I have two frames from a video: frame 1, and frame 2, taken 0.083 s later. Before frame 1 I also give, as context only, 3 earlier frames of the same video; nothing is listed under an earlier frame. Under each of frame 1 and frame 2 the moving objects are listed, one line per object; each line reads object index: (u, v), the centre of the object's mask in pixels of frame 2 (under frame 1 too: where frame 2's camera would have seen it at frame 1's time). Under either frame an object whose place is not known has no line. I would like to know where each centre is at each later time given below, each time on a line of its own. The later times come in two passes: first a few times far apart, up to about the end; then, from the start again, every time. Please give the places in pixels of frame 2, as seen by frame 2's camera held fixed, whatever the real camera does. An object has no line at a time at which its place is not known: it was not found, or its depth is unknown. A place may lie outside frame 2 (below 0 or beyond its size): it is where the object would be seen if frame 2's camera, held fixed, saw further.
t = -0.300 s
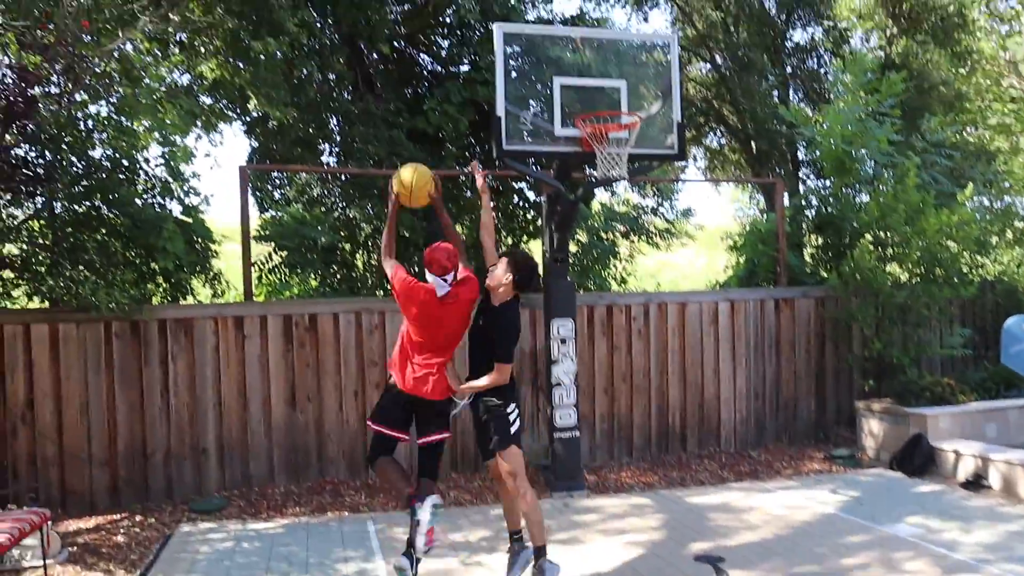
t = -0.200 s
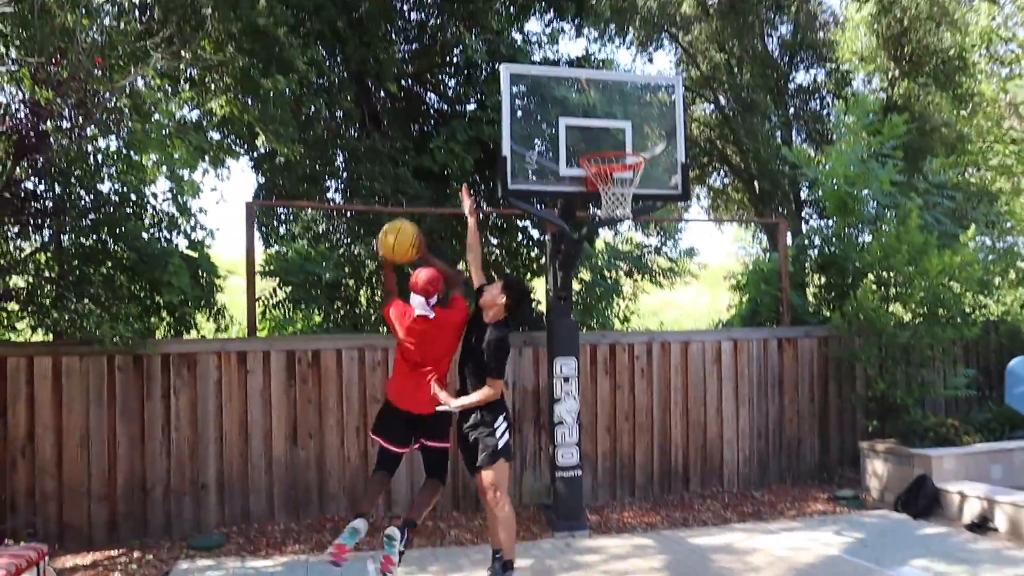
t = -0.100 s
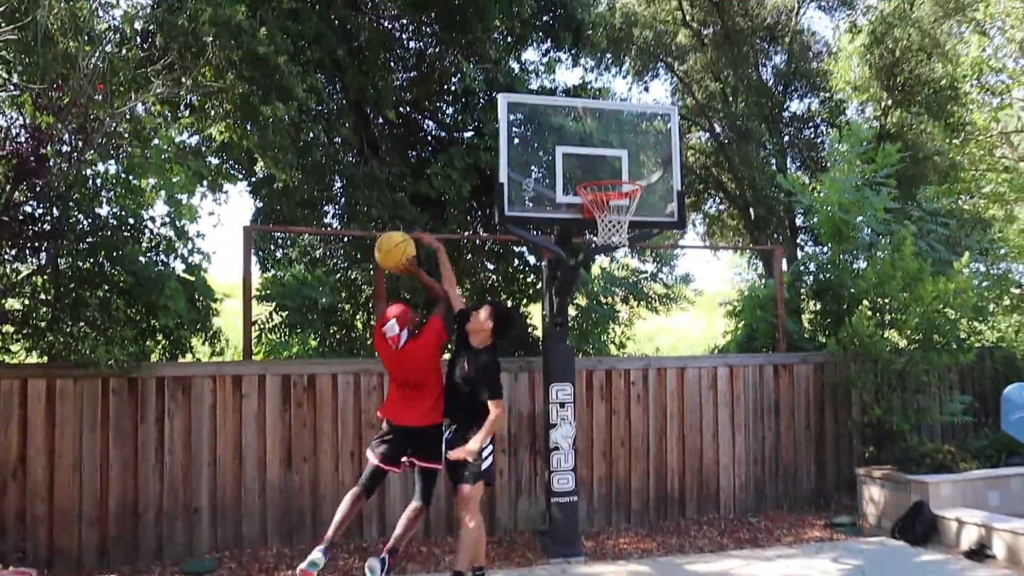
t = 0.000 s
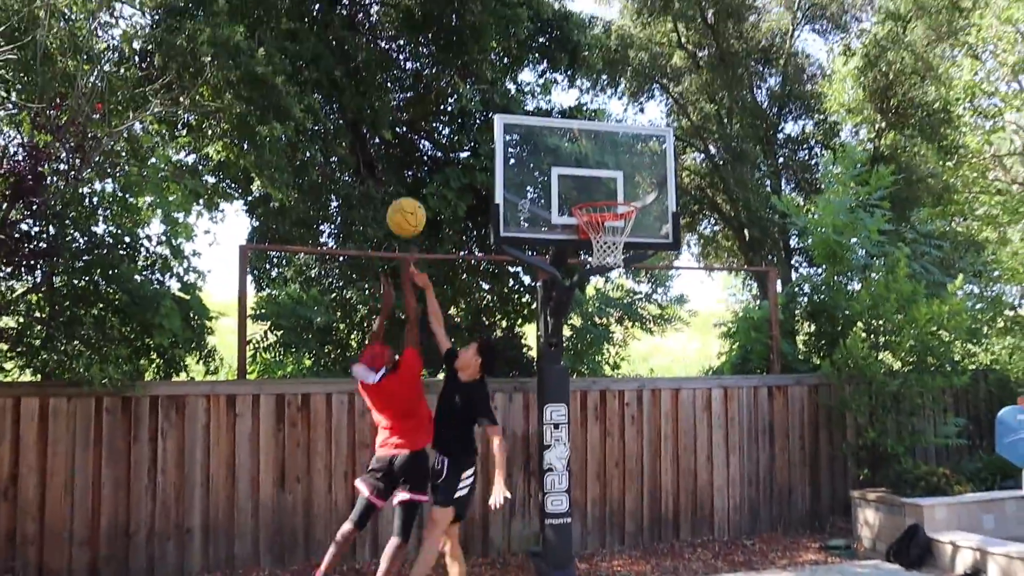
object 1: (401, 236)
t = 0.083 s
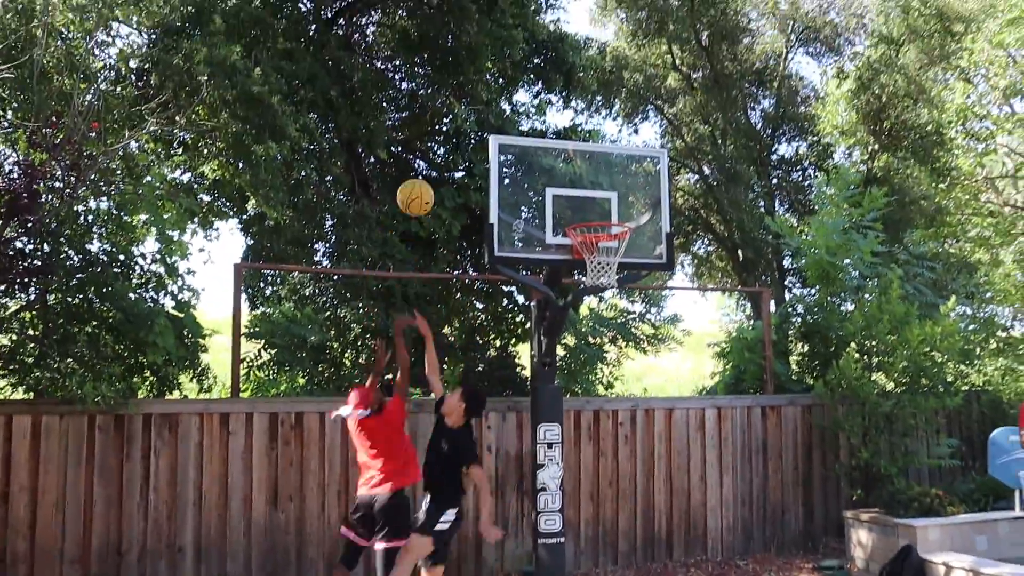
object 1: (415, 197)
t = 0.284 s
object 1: (444, 155)
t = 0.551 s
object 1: (474, 179)
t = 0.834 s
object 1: (421, 243)
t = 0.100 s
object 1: (418, 192)
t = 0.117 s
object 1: (421, 186)
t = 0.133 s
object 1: (423, 181)
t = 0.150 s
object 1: (426, 177)
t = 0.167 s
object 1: (428, 172)
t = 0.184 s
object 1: (430, 169)
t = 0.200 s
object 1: (433, 166)
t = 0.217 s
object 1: (435, 163)
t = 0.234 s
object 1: (438, 160)
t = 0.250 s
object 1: (440, 158)
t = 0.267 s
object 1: (442, 157)
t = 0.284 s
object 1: (444, 155)
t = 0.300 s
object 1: (446, 154)
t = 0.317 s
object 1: (449, 154)
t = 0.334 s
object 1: (451, 154)
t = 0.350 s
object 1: (453, 154)
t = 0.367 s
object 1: (455, 154)
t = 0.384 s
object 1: (457, 155)
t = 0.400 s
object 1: (459, 156)
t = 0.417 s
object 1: (461, 158)
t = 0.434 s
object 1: (463, 159)
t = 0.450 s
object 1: (465, 161)
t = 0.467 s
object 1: (467, 164)
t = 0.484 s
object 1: (469, 167)
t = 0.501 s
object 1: (470, 170)
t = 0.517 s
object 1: (472, 173)
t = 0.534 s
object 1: (474, 177)
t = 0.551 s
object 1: (474, 179)
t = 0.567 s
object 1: (472, 181)
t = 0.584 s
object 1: (468, 182)
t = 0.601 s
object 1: (465, 184)
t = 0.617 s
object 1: (462, 186)
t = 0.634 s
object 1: (459, 189)
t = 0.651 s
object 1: (456, 192)
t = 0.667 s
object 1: (452, 195)
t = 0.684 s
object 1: (449, 198)
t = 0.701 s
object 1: (446, 202)
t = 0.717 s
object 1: (443, 206)
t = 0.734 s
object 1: (439, 210)
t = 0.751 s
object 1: (436, 215)
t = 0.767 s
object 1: (433, 220)
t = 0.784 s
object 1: (430, 226)
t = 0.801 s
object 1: (427, 231)
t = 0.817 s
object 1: (424, 237)
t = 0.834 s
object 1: (421, 243)
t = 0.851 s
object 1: (418, 249)
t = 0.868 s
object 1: (415, 256)
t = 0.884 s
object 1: (412, 262)
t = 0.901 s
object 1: (410, 270)
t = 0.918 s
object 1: (407, 277)
